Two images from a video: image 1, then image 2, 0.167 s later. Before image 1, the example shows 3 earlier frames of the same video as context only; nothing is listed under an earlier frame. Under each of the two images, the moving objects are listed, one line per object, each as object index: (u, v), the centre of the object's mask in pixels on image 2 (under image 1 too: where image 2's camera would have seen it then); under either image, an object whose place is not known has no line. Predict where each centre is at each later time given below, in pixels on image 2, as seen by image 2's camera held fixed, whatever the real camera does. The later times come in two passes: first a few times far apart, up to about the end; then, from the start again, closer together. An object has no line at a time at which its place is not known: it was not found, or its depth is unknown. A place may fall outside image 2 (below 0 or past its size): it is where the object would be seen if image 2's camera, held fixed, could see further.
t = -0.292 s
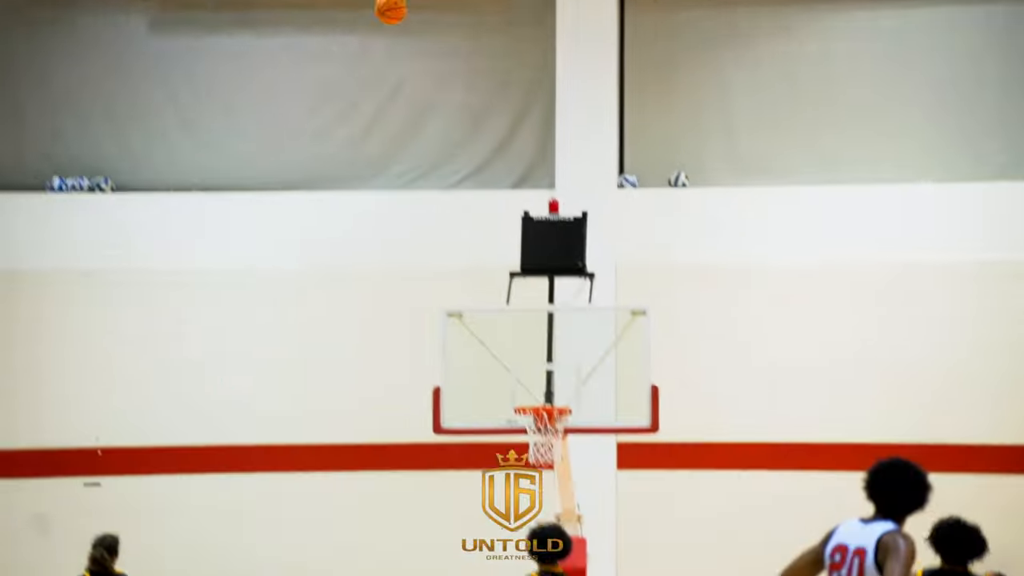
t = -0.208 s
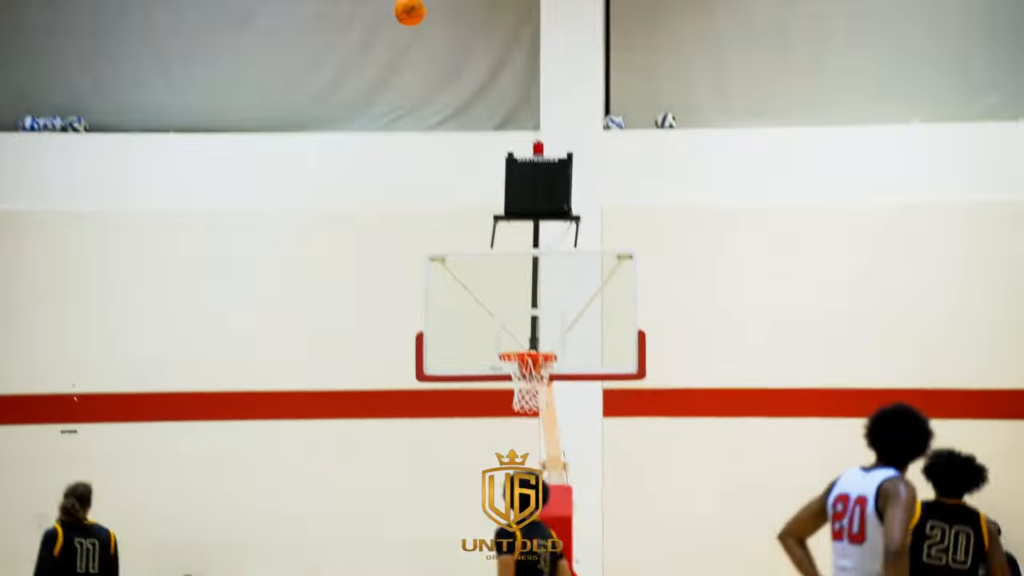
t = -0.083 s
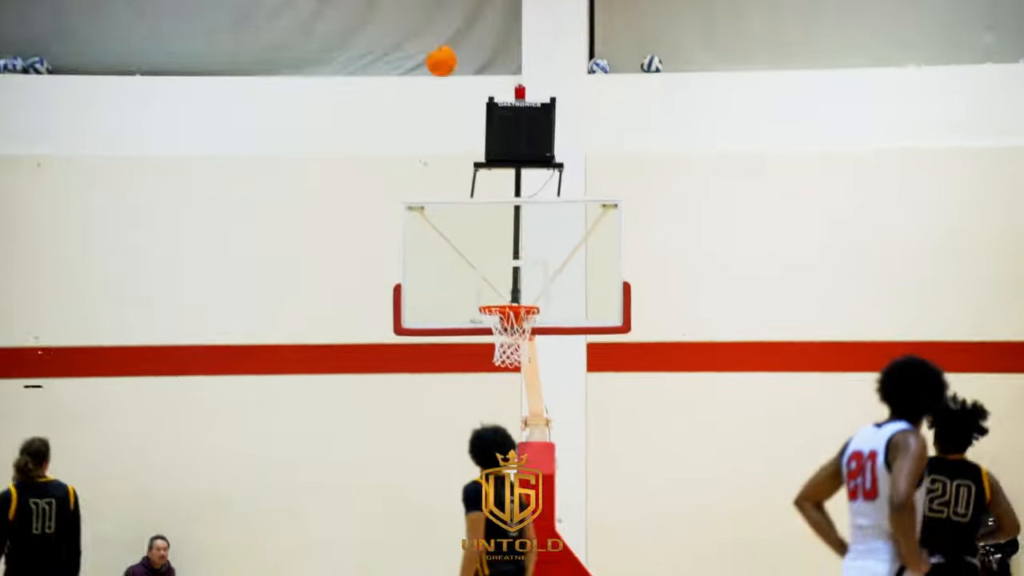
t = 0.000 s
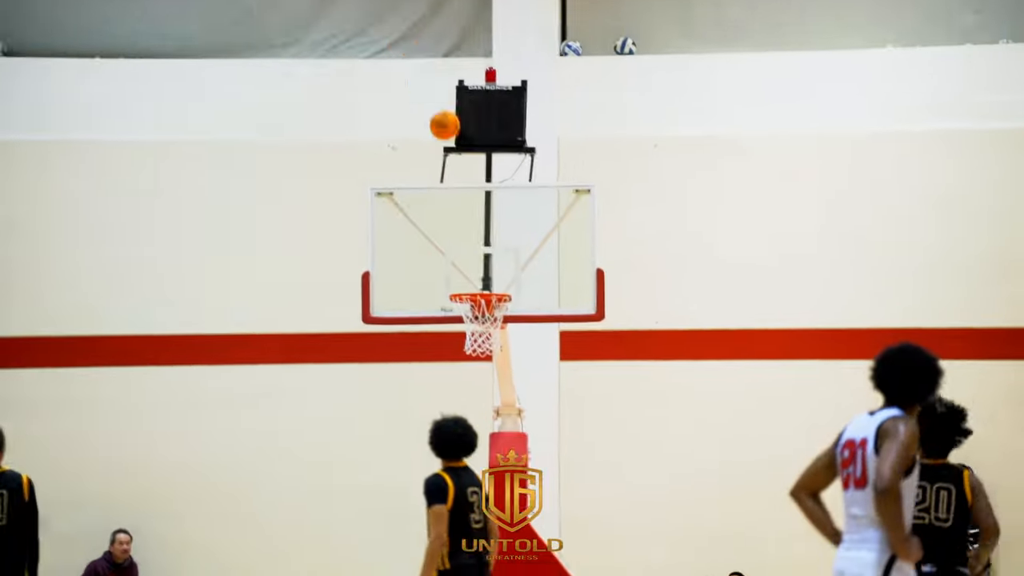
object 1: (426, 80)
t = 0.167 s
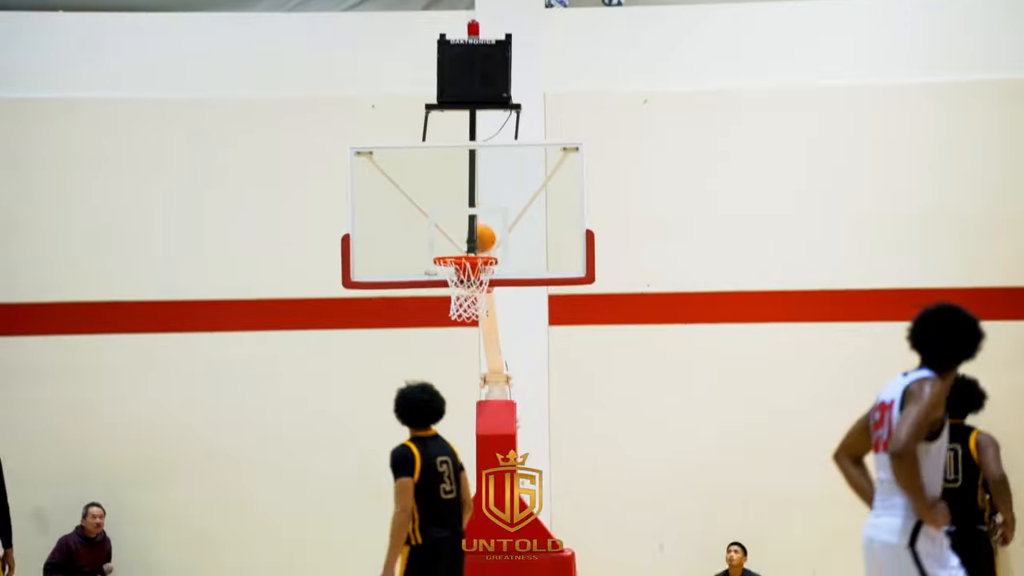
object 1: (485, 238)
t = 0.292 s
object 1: (445, 220)
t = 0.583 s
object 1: (363, 232)
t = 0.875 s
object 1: (288, 341)
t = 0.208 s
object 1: (465, 228)
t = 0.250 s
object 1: (454, 223)
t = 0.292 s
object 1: (445, 220)
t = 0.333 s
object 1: (426, 208)
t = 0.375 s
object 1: (415, 209)
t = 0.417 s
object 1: (403, 210)
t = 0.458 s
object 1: (392, 212)
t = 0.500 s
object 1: (381, 217)
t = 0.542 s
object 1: (370, 225)
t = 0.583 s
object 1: (363, 232)
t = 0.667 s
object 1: (334, 257)
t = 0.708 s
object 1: (328, 271)
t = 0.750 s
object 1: (319, 289)
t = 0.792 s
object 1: (308, 306)
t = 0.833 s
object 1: (299, 325)
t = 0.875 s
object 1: (288, 341)
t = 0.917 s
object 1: (274, 343)
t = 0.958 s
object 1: (260, 347)
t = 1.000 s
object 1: (245, 354)
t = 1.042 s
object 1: (231, 362)
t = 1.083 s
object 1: (215, 373)
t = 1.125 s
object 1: (203, 385)
